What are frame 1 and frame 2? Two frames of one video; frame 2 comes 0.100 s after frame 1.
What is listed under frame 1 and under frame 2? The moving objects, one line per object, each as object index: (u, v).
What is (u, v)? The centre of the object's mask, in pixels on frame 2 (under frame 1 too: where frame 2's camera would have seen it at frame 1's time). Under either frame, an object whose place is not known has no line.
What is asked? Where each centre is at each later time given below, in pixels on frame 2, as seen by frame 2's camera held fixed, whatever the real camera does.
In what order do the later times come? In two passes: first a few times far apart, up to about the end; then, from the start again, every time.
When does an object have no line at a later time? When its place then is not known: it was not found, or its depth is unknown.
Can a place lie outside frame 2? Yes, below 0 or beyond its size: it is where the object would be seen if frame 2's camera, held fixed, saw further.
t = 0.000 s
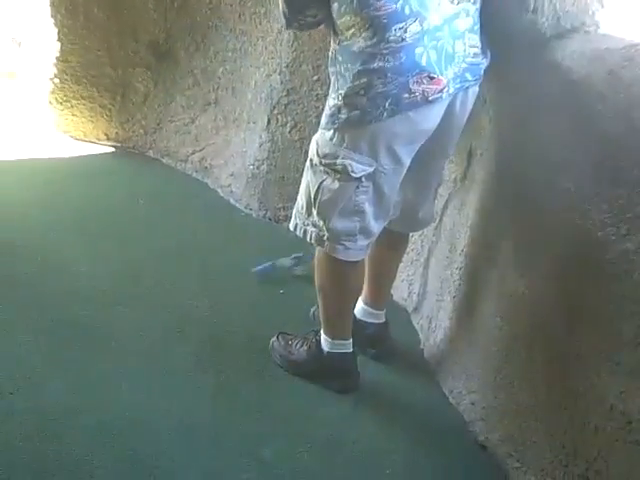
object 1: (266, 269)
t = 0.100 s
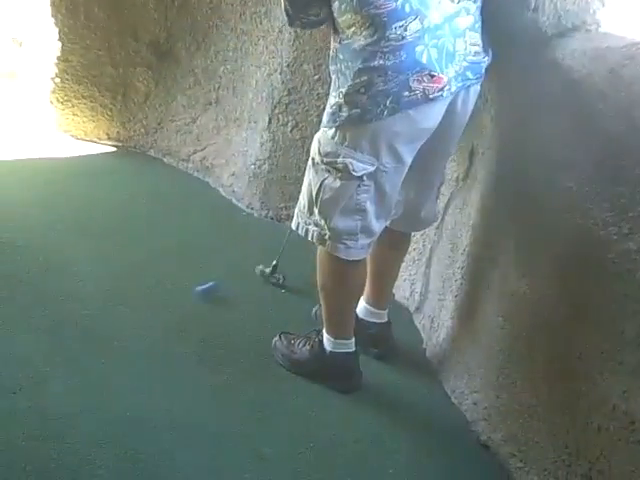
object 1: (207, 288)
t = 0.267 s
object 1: (111, 321)
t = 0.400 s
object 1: (42, 325)
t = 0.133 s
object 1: (188, 294)
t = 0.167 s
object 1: (168, 301)
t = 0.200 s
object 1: (149, 308)
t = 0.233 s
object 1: (130, 314)
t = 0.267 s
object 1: (111, 321)
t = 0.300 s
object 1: (93, 325)
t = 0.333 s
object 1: (75, 325)
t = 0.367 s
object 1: (58, 325)
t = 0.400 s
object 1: (42, 325)
